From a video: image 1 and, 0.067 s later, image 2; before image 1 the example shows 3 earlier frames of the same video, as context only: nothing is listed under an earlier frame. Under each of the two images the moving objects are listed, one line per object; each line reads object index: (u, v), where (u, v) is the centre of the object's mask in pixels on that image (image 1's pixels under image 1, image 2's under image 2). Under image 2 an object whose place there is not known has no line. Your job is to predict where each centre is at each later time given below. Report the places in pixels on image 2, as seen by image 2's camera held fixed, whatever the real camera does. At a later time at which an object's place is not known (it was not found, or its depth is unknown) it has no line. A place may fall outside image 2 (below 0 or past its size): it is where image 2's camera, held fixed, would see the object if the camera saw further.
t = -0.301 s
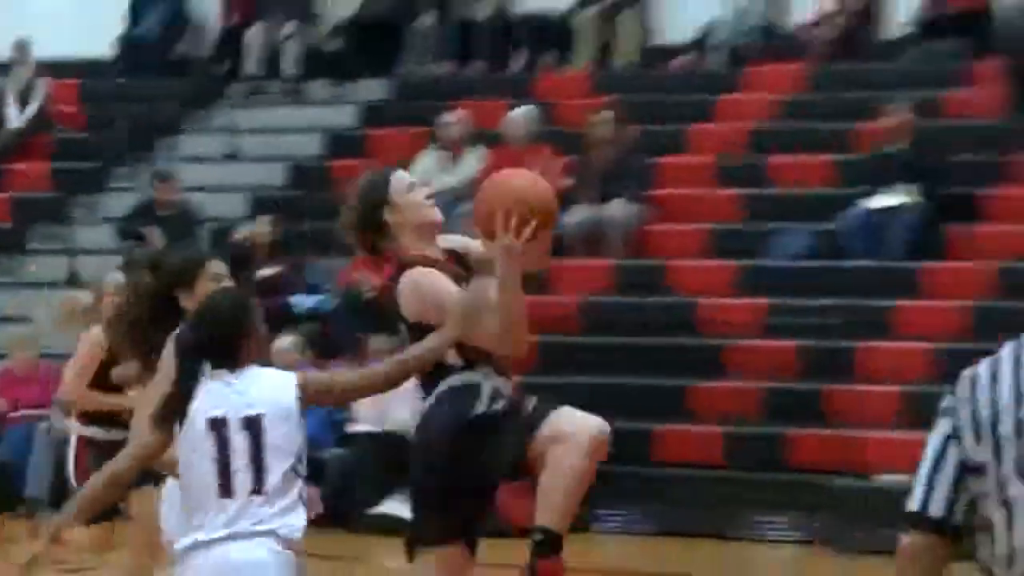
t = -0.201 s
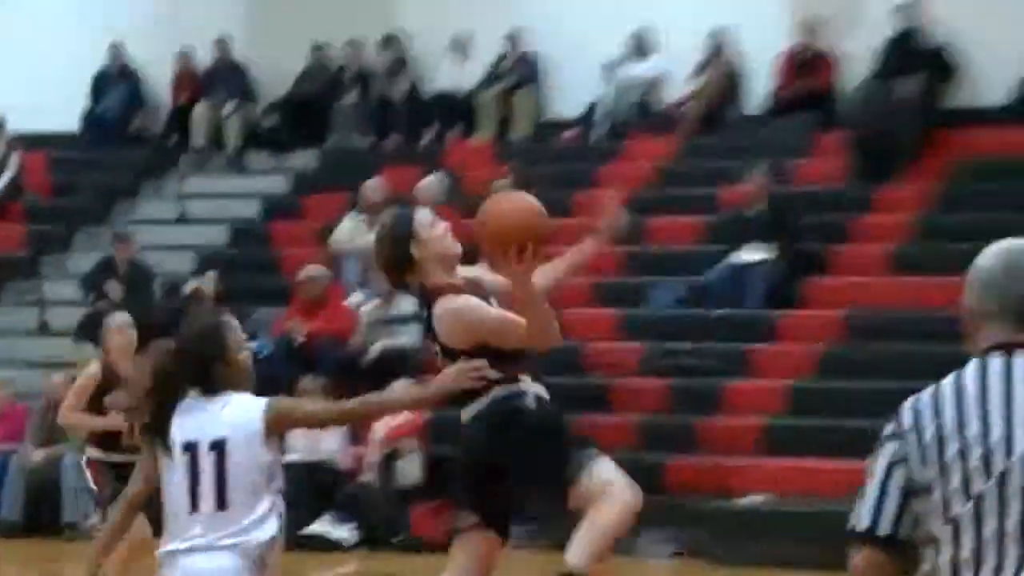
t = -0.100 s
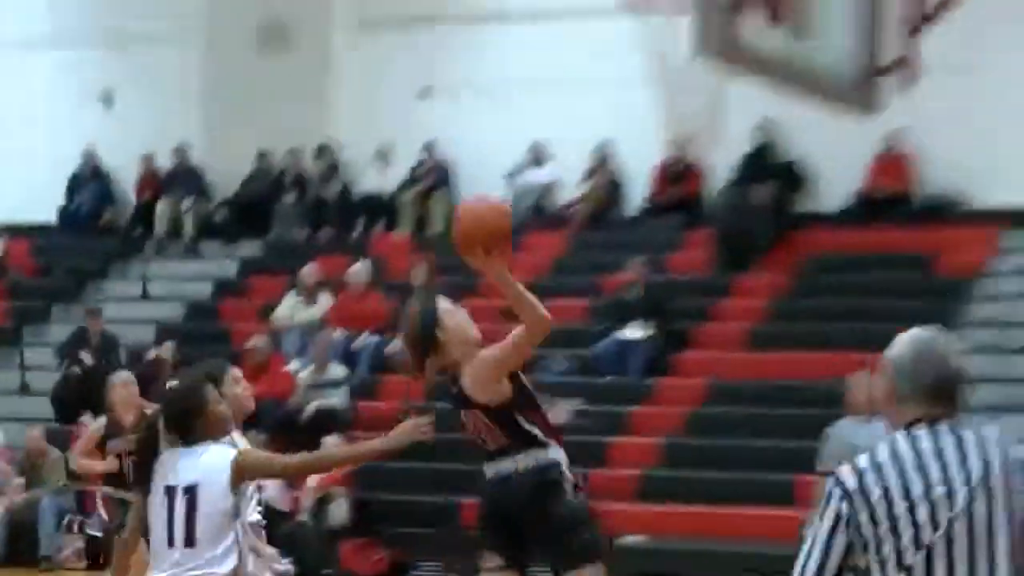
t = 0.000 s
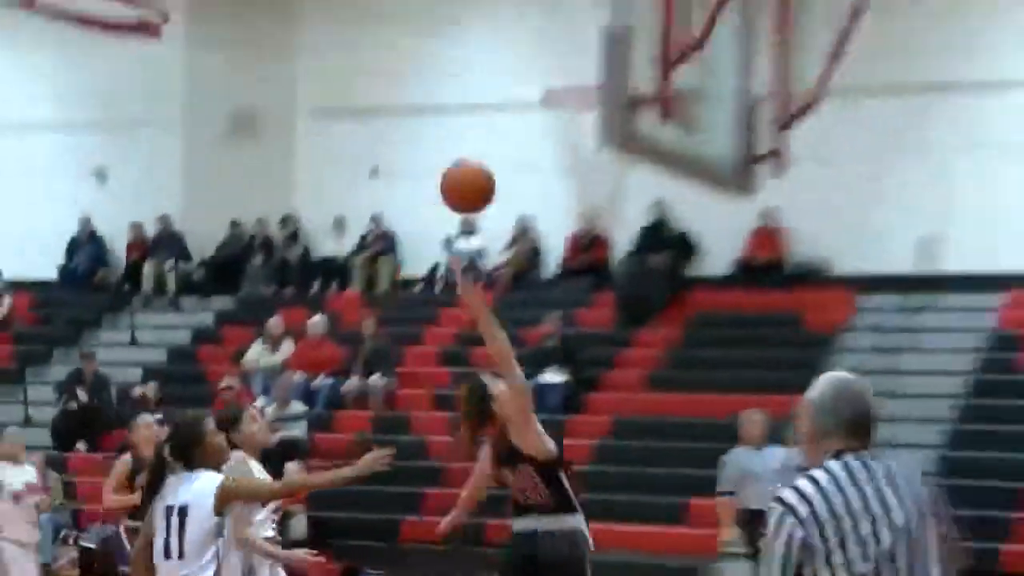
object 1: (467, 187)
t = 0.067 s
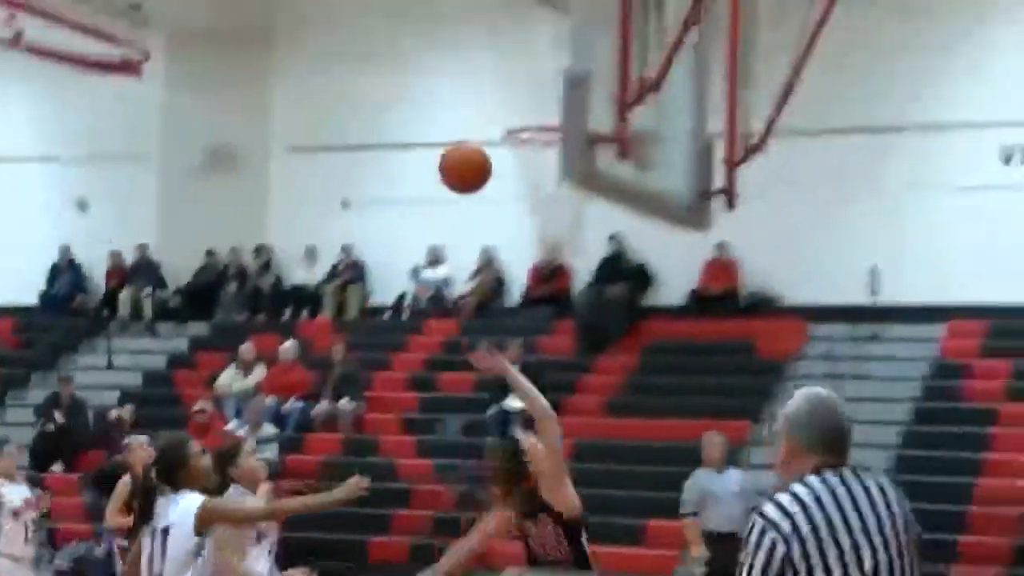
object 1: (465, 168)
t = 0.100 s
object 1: (482, 145)
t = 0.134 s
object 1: (499, 125)
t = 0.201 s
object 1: (533, 90)
